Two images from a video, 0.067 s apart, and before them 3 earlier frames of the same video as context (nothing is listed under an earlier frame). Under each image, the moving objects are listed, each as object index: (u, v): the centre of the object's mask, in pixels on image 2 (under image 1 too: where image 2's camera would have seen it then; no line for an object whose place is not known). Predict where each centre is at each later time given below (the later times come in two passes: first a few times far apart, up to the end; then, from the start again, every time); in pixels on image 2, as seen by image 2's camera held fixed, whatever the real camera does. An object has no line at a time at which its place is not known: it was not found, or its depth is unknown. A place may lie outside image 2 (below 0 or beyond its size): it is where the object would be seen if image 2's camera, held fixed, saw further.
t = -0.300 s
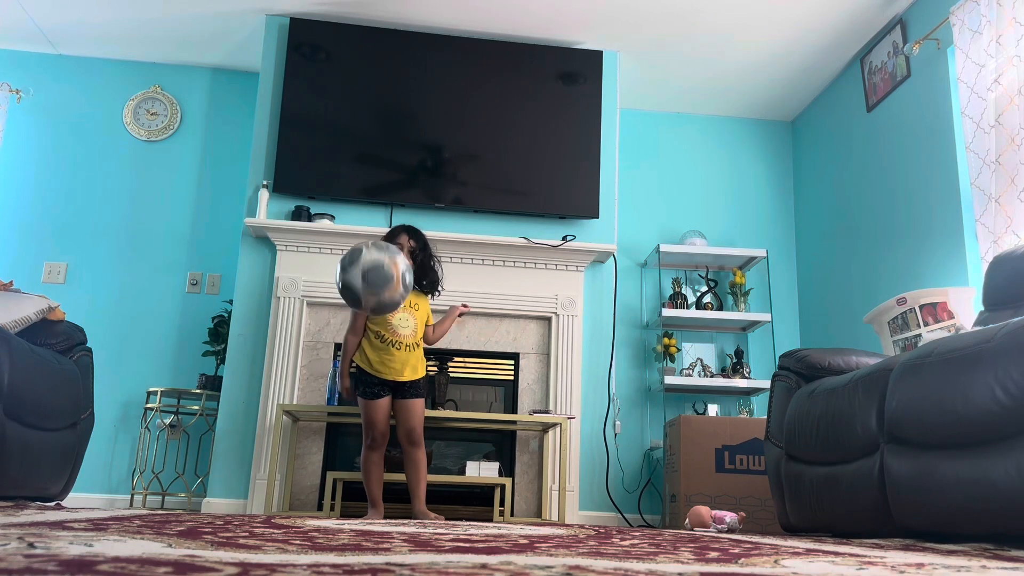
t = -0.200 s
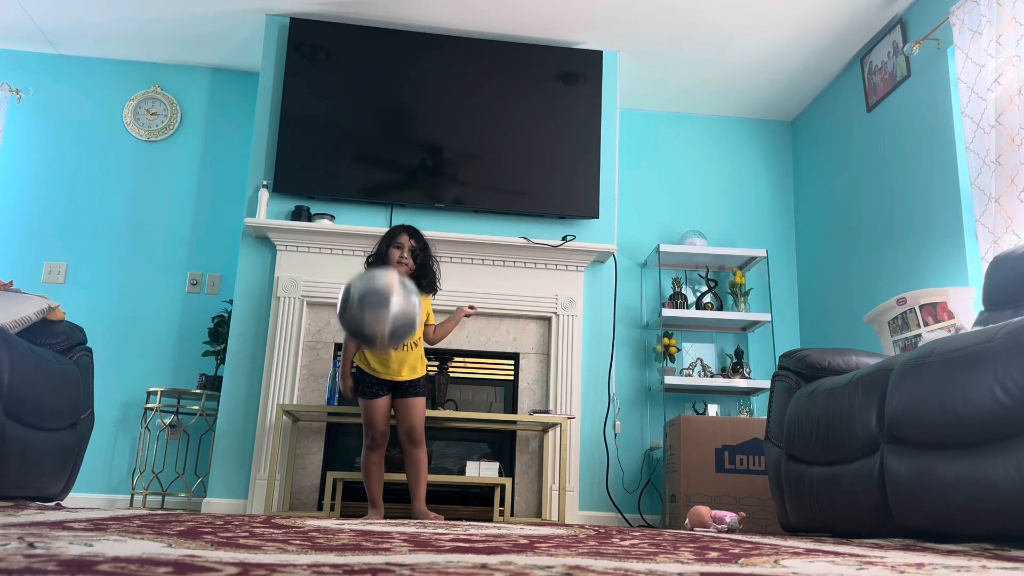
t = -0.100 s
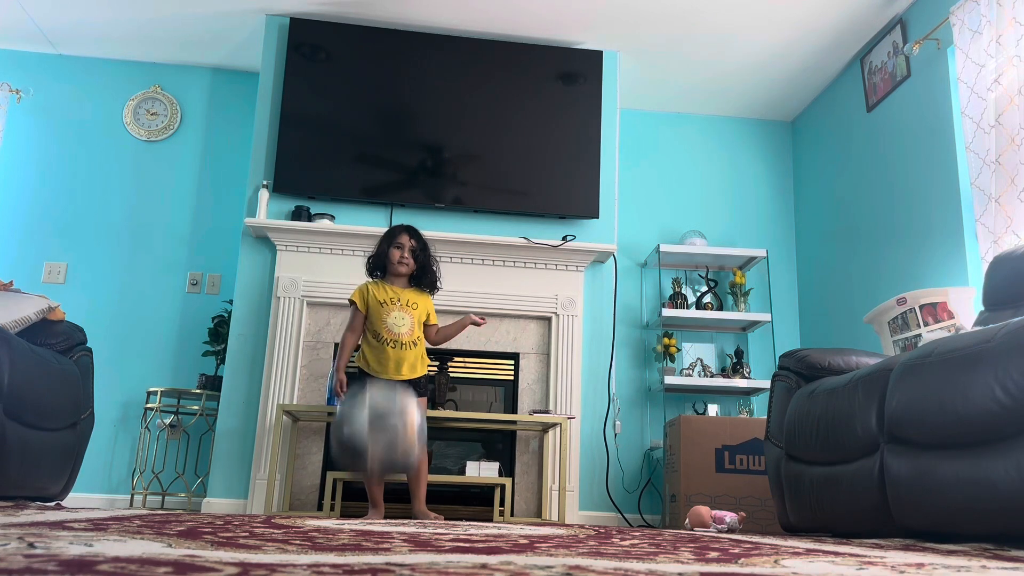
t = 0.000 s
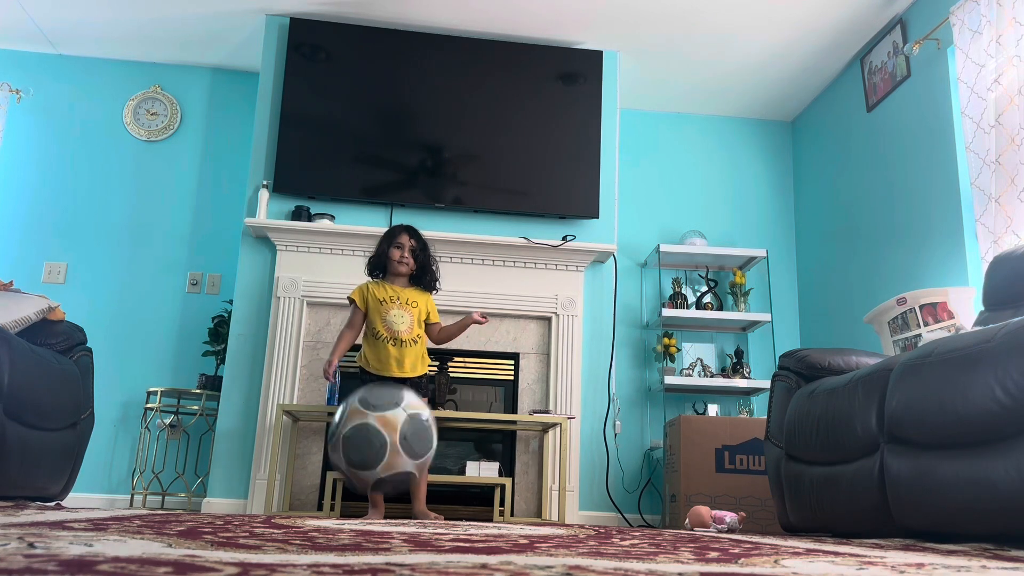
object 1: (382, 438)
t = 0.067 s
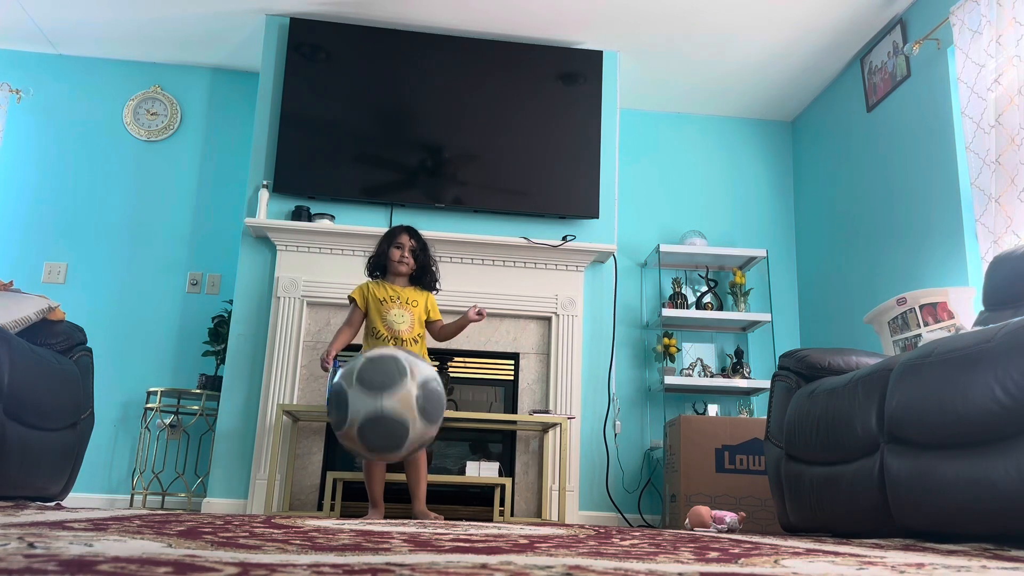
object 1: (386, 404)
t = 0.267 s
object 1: (383, 466)
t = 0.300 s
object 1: (386, 452)
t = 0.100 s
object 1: (388, 402)
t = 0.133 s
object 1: (386, 409)
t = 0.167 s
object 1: (385, 428)
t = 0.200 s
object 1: (383, 456)
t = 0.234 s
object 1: (379, 494)
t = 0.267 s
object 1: (383, 466)
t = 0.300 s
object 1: (386, 452)
